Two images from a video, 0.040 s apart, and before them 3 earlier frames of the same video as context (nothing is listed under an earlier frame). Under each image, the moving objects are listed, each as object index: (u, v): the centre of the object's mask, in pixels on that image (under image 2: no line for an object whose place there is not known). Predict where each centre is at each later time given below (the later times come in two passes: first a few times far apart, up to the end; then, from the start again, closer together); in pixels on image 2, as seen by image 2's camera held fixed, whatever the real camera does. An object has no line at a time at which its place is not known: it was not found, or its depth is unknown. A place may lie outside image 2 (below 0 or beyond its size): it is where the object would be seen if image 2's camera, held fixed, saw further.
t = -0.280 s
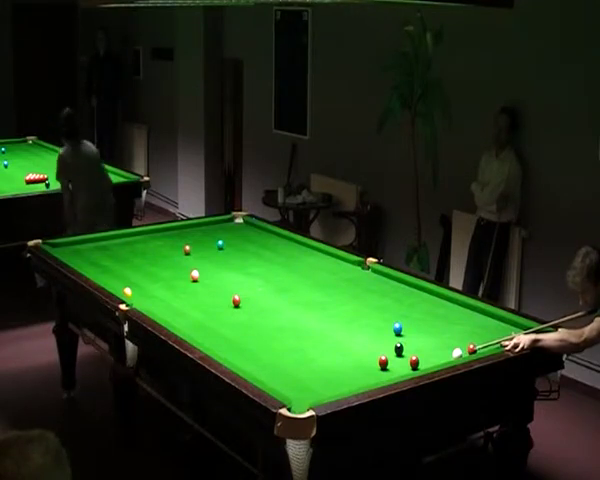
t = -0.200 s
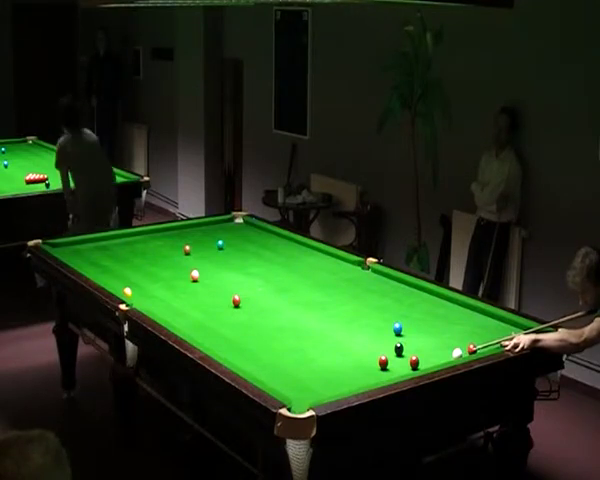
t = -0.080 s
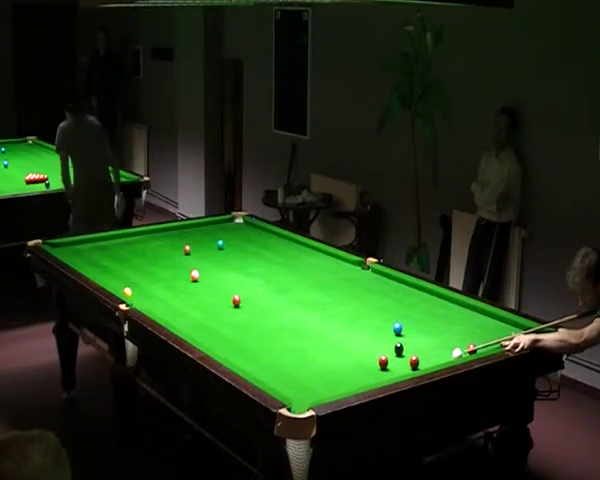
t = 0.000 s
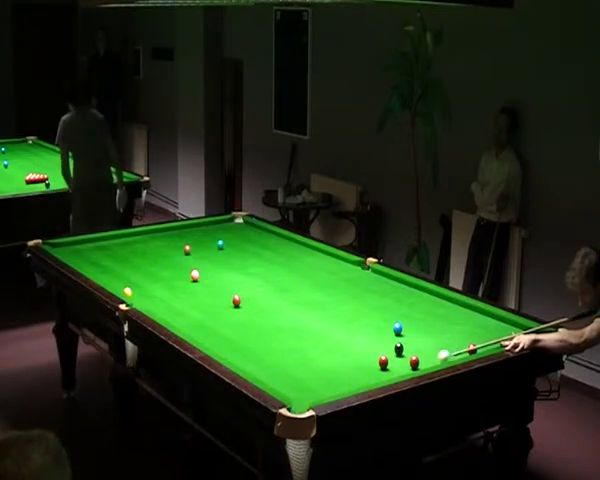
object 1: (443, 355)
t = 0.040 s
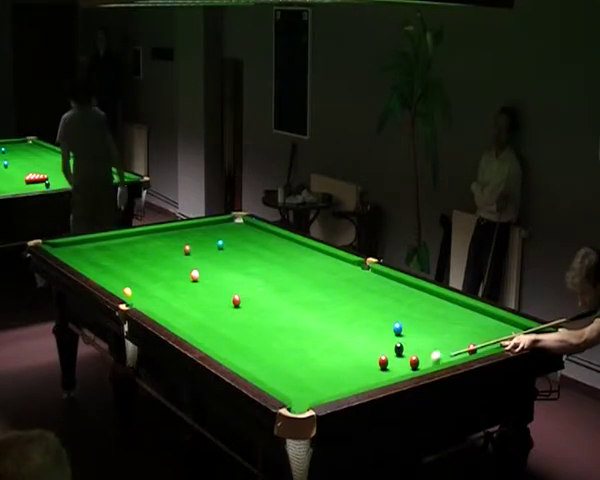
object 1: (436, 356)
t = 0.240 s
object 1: (412, 357)
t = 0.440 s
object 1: (396, 355)
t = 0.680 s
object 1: (378, 352)
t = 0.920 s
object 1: (362, 350)
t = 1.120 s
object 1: (349, 348)
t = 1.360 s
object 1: (335, 346)
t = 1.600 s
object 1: (322, 345)
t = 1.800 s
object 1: (312, 343)
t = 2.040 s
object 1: (302, 342)
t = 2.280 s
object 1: (292, 340)
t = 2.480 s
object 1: (284, 339)
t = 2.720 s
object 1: (277, 338)
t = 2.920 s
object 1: (271, 338)
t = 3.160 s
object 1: (266, 337)
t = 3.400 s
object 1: (261, 336)
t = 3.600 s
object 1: (257, 336)
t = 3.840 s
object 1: (254, 335)
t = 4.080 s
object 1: (252, 335)
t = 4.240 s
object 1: (251, 334)
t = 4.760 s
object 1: (251, 333)
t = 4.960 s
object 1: (250, 334)
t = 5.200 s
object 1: (250, 334)
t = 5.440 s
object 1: (250, 334)
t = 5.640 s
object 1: (250, 334)
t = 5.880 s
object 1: (250, 334)
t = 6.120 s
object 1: (250, 334)
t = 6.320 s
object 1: (250, 334)
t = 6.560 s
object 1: (250, 334)
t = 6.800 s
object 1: (250, 334)
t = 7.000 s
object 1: (250, 334)
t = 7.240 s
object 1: (250, 334)
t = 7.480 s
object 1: (250, 334)
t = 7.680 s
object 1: (250, 334)
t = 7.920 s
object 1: (250, 334)
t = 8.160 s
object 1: (250, 334)
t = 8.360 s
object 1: (250, 334)
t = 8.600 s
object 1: (250, 334)
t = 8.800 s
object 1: (250, 334)
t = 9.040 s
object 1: (250, 334)
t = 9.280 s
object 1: (250, 334)
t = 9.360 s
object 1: (250, 334)
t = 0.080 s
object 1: (429, 358)
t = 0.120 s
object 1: (422, 359)
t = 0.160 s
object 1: (418, 358)
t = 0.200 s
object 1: (415, 358)
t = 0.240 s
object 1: (412, 357)
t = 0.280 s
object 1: (409, 357)
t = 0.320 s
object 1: (406, 356)
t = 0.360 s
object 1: (403, 356)
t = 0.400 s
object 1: (399, 356)
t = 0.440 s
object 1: (396, 355)
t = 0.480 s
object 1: (393, 354)
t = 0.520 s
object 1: (390, 354)
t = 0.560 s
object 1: (387, 353)
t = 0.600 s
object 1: (385, 351)
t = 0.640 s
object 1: (381, 351)
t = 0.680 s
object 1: (378, 352)
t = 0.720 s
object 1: (376, 352)
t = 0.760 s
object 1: (373, 352)
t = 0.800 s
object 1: (370, 351)
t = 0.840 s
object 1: (367, 351)
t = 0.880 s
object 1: (365, 350)
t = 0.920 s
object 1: (362, 350)
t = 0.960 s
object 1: (360, 350)
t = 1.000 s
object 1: (357, 349)
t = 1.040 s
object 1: (354, 349)
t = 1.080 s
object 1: (352, 348)
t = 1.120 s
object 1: (349, 348)
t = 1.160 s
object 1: (347, 348)
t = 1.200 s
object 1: (344, 348)
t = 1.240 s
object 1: (342, 347)
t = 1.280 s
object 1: (340, 347)
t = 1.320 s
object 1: (337, 347)
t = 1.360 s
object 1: (335, 346)
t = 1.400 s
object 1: (333, 346)
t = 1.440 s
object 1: (331, 346)
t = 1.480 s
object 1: (329, 345)
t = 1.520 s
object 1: (326, 345)
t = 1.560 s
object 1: (325, 345)
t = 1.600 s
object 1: (322, 345)
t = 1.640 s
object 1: (320, 344)
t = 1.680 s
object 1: (318, 344)
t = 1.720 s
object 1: (316, 344)
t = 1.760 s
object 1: (314, 343)
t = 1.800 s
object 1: (312, 343)
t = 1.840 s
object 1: (310, 343)
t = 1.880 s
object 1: (308, 343)
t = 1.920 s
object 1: (307, 342)
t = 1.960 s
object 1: (305, 342)
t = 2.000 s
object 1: (303, 342)
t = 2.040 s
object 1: (302, 342)
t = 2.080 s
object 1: (300, 341)
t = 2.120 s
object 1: (298, 341)
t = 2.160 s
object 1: (297, 341)
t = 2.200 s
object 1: (295, 341)
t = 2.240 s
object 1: (294, 341)
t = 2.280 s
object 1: (292, 340)
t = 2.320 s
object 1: (290, 340)
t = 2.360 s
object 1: (289, 340)
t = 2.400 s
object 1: (287, 340)
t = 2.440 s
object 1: (286, 339)
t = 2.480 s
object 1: (284, 339)
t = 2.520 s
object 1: (283, 339)
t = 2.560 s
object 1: (282, 339)
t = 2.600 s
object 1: (281, 339)
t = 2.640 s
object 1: (279, 339)
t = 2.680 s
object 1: (278, 338)
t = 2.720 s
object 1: (277, 338)
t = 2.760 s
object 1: (275, 338)
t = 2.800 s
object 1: (274, 338)
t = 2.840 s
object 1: (273, 338)
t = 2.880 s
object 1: (272, 338)
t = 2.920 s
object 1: (271, 338)
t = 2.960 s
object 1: (270, 337)
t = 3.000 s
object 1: (269, 337)
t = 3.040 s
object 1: (268, 337)
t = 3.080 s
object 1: (267, 337)
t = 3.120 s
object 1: (266, 337)
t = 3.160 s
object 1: (266, 337)
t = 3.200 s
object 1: (265, 336)
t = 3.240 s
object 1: (264, 336)
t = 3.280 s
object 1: (263, 336)
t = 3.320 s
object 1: (262, 336)
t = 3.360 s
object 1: (261, 336)
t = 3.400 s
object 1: (261, 336)
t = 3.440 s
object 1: (260, 336)
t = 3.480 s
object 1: (260, 336)
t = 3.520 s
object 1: (259, 336)
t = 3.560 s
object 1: (258, 336)
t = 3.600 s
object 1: (257, 336)
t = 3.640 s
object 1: (257, 335)
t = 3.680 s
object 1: (256, 335)
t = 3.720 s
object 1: (256, 335)
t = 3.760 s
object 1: (255, 335)
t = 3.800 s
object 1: (255, 335)
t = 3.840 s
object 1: (254, 335)
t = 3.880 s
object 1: (254, 335)
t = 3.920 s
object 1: (253, 335)
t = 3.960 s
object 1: (253, 335)
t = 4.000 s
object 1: (253, 335)
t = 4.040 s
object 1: (252, 335)
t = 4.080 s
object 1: (252, 335)
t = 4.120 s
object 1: (252, 334)
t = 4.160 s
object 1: (251, 335)
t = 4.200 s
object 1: (251, 335)
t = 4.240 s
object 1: (251, 334)
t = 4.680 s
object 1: (253, 332)
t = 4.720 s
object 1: (252, 333)
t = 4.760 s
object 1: (251, 333)
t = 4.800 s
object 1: (250, 334)
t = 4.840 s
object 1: (250, 334)
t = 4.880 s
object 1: (250, 334)
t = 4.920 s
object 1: (250, 334)
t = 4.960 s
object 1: (250, 334)
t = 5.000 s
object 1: (250, 334)
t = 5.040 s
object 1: (250, 334)
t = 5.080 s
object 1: (250, 334)
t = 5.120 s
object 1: (250, 334)
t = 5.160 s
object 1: (250, 334)
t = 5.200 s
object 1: (250, 334)
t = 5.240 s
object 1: (250, 334)
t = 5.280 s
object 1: (250, 334)
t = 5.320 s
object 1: (250, 334)
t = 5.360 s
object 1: (250, 334)
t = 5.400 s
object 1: (250, 334)
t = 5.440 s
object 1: (250, 334)
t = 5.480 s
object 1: (250, 334)
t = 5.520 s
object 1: (250, 334)
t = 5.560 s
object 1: (250, 334)
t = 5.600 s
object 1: (250, 334)
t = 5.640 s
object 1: (250, 334)
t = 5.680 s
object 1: (250, 334)
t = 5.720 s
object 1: (250, 334)
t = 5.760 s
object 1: (250, 334)
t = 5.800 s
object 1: (250, 334)
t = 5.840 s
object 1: (250, 334)
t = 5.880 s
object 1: (250, 334)
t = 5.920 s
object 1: (250, 334)
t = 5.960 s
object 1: (250, 334)
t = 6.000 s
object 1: (250, 334)
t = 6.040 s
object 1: (250, 334)
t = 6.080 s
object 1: (250, 334)
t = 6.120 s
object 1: (250, 334)
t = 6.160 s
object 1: (250, 334)
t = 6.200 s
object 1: (250, 334)
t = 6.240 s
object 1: (250, 334)
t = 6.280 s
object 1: (250, 334)
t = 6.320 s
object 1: (250, 334)
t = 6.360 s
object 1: (250, 334)
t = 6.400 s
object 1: (250, 334)
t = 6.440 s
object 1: (250, 334)
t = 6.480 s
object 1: (250, 334)
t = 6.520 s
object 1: (250, 334)
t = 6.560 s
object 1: (250, 334)
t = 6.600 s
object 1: (250, 334)
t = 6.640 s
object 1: (250, 334)
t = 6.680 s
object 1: (250, 334)
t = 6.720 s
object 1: (250, 334)
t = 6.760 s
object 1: (250, 334)
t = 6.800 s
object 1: (250, 334)
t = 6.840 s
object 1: (250, 334)
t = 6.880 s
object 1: (250, 334)
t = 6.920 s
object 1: (250, 334)
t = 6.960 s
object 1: (250, 334)
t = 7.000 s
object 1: (250, 334)
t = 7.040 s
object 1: (250, 334)
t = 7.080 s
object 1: (250, 334)
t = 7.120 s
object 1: (250, 334)
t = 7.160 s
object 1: (250, 334)
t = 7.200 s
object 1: (250, 334)
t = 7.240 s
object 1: (250, 334)
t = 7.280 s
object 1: (250, 334)
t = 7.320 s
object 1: (250, 334)
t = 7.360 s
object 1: (250, 334)
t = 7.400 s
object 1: (250, 334)
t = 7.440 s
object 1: (250, 334)
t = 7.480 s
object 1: (250, 334)
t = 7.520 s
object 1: (250, 334)
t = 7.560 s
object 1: (250, 334)
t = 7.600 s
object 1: (250, 334)
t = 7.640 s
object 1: (250, 334)
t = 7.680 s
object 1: (250, 334)
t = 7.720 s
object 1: (250, 334)
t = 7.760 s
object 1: (250, 334)
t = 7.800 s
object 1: (250, 334)
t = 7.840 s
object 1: (250, 334)
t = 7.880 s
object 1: (250, 334)
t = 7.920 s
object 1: (250, 334)
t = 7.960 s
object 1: (250, 334)
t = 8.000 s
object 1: (250, 334)
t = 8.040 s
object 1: (250, 334)
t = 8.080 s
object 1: (250, 334)
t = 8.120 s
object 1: (250, 334)
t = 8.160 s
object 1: (250, 334)
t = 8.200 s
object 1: (250, 334)
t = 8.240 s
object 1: (250, 334)
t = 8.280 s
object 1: (250, 334)
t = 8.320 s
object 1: (250, 334)
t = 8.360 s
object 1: (250, 334)
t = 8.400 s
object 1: (250, 334)
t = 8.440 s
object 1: (250, 334)
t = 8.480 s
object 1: (250, 334)
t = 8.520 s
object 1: (250, 334)
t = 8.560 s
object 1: (250, 334)
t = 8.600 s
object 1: (250, 334)
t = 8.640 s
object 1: (250, 334)
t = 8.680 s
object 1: (250, 334)
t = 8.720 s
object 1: (250, 334)
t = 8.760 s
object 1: (250, 334)
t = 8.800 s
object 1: (250, 334)
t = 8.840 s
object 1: (250, 334)
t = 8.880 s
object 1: (250, 334)
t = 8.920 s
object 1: (250, 334)
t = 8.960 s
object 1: (250, 334)
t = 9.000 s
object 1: (250, 334)
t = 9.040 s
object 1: (250, 334)
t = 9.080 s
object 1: (250, 334)
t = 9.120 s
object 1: (250, 334)
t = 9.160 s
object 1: (250, 334)
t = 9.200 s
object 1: (250, 334)
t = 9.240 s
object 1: (250, 334)
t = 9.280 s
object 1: (250, 334)
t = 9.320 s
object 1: (250, 334)
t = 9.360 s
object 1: (250, 334)
